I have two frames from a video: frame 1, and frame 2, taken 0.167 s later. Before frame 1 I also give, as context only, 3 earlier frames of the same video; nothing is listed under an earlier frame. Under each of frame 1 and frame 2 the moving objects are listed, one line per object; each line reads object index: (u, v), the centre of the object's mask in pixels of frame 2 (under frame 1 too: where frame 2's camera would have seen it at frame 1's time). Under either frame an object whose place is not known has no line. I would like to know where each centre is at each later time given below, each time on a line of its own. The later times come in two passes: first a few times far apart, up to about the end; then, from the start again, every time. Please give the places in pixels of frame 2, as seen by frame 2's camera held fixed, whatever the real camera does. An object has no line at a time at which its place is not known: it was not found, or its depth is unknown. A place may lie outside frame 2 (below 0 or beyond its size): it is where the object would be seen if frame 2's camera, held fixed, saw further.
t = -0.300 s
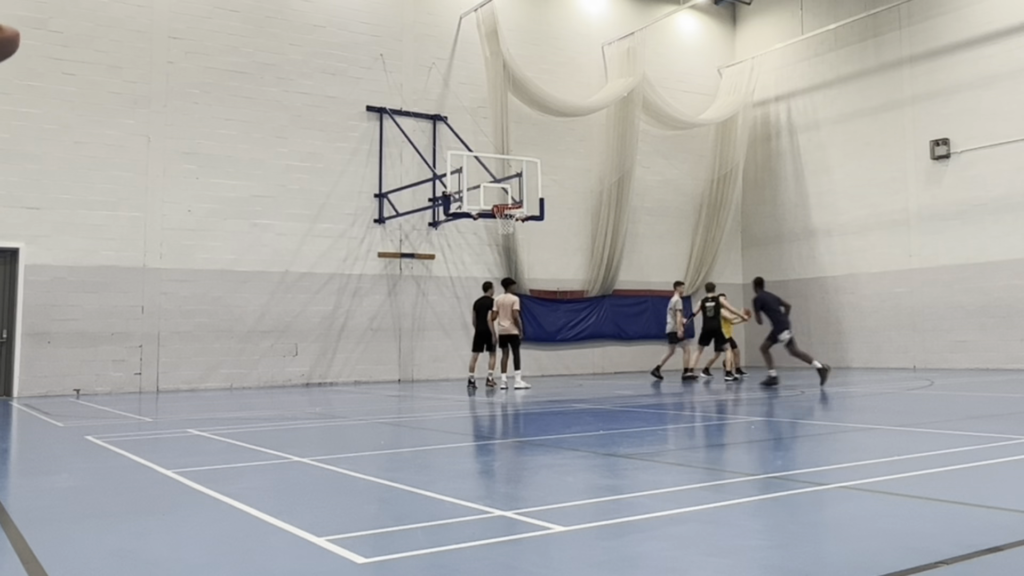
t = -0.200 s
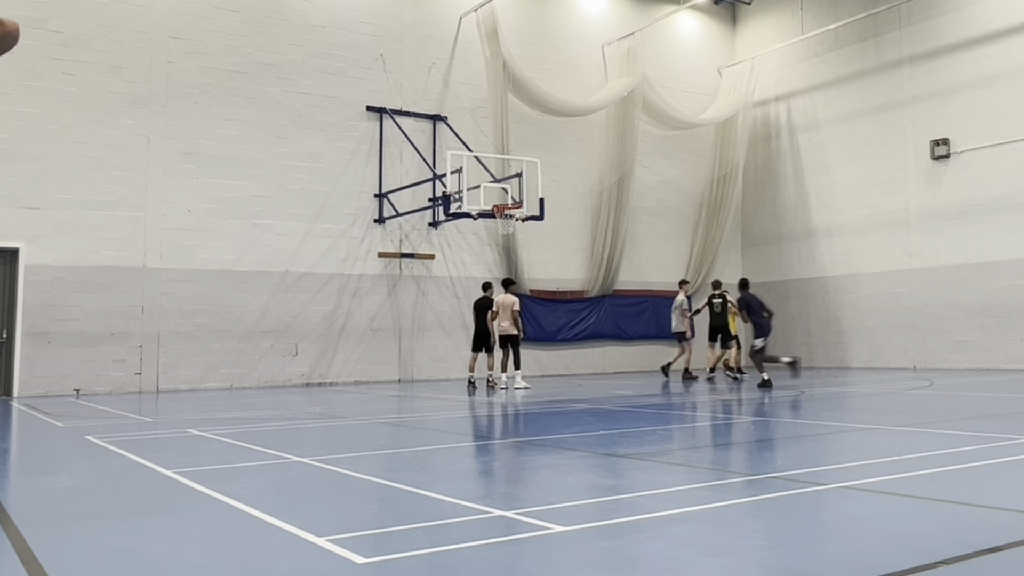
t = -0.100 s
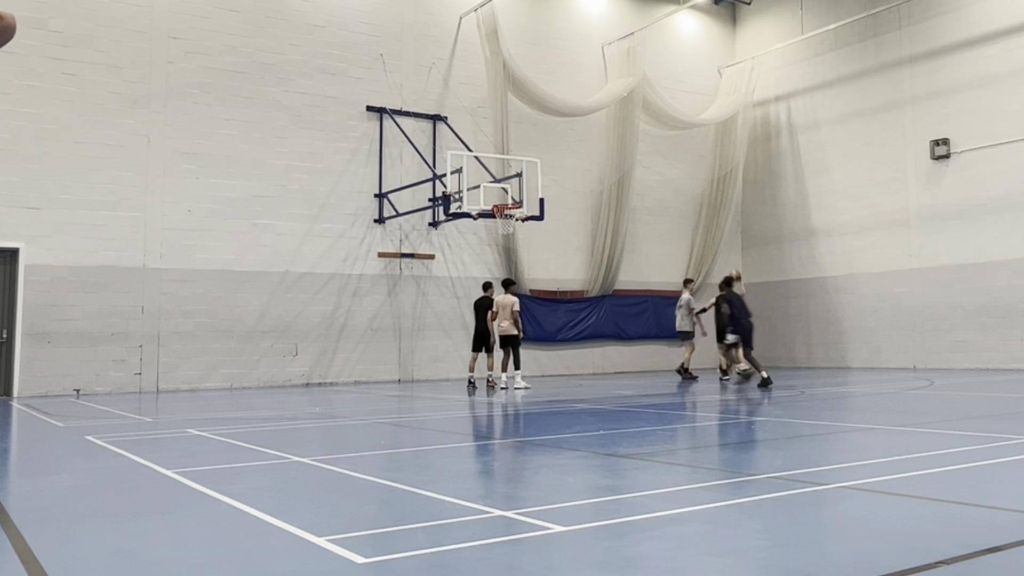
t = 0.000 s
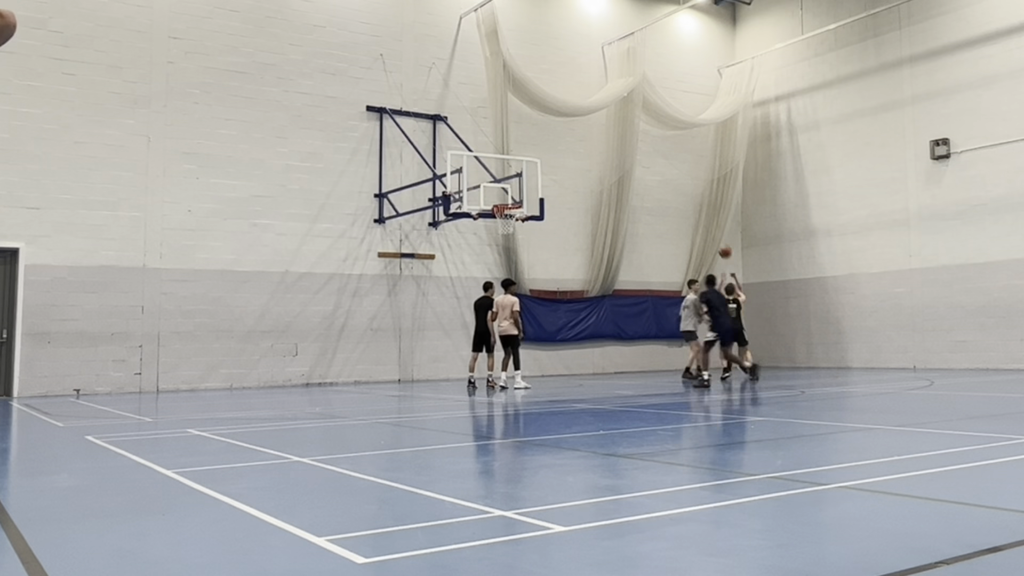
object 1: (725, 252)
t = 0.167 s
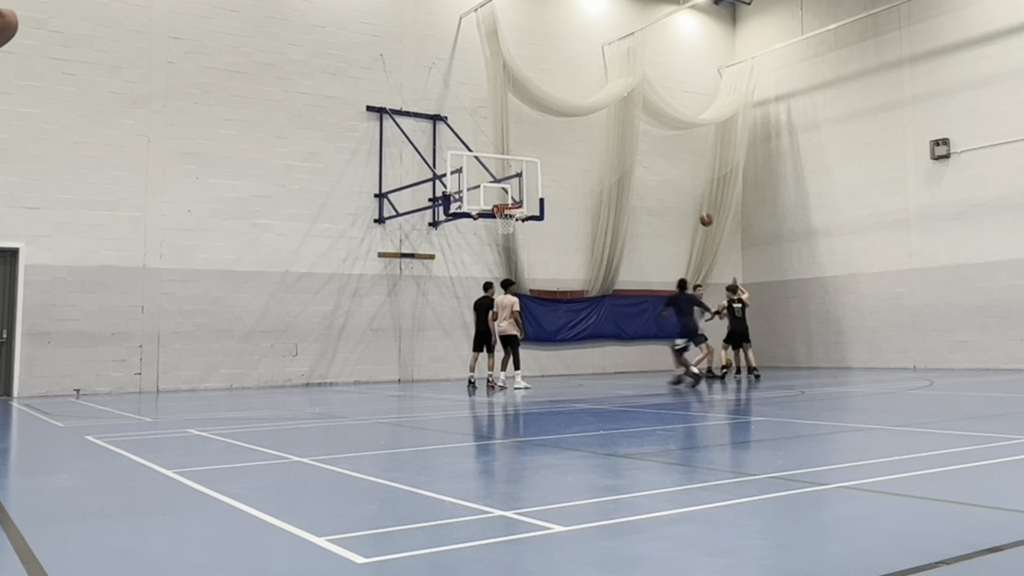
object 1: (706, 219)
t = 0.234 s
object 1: (698, 211)
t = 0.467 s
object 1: (670, 198)
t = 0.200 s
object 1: (702, 214)
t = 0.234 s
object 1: (698, 211)
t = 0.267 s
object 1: (695, 207)
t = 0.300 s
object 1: (691, 204)
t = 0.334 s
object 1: (687, 201)
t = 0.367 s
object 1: (683, 199)
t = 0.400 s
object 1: (679, 198)
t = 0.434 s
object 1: (674, 197)
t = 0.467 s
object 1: (670, 198)
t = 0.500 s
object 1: (666, 198)
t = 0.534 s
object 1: (662, 199)
